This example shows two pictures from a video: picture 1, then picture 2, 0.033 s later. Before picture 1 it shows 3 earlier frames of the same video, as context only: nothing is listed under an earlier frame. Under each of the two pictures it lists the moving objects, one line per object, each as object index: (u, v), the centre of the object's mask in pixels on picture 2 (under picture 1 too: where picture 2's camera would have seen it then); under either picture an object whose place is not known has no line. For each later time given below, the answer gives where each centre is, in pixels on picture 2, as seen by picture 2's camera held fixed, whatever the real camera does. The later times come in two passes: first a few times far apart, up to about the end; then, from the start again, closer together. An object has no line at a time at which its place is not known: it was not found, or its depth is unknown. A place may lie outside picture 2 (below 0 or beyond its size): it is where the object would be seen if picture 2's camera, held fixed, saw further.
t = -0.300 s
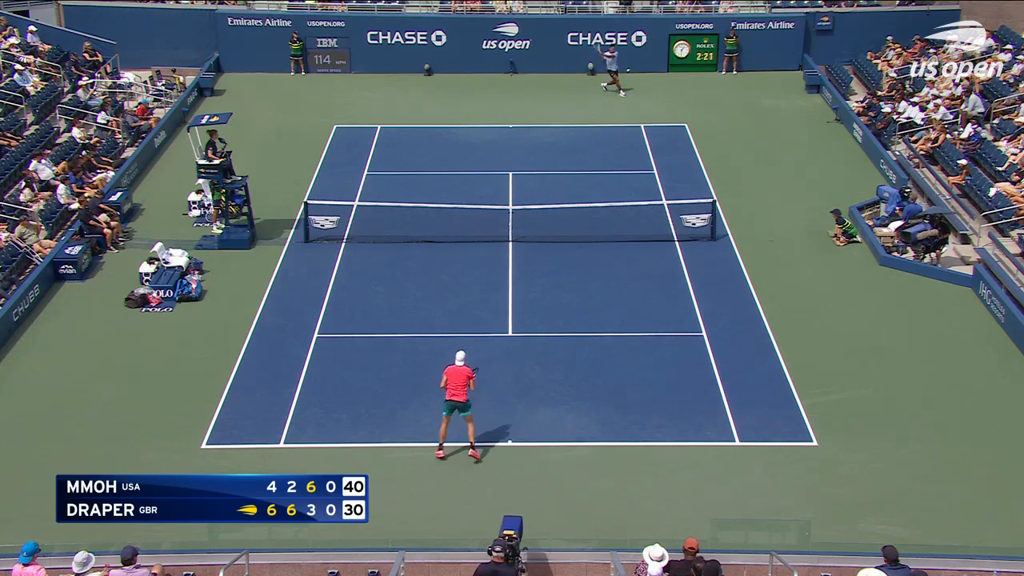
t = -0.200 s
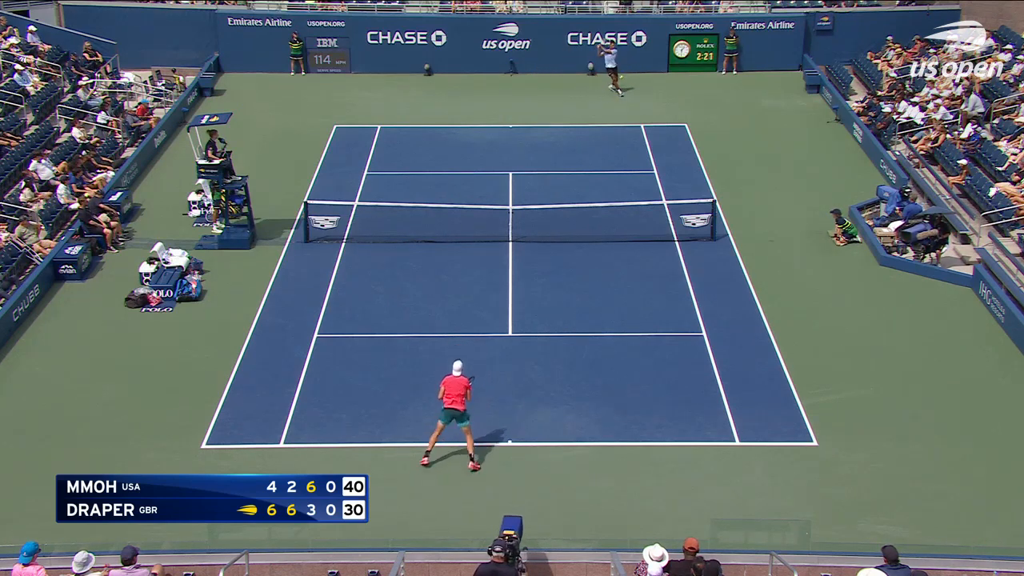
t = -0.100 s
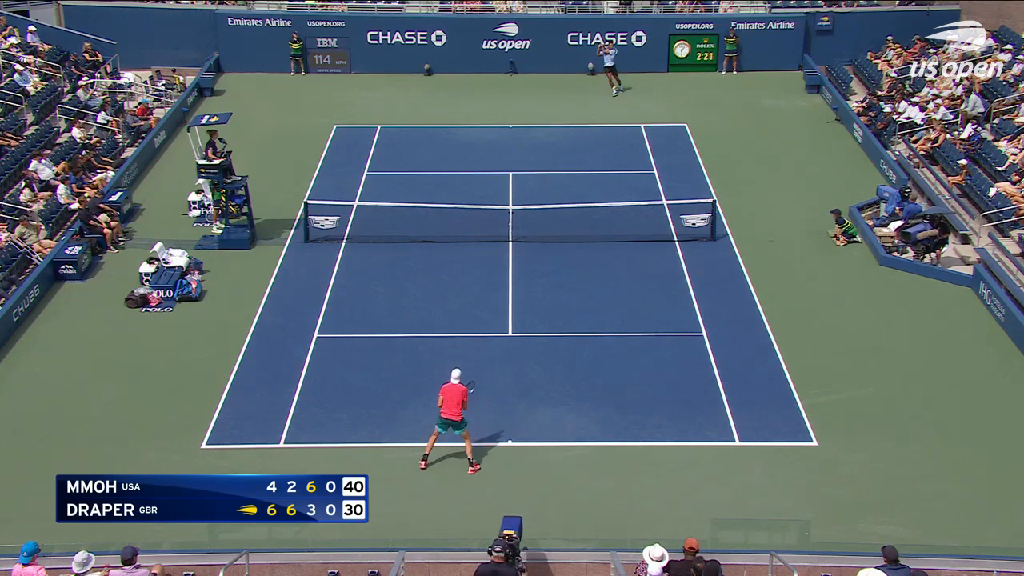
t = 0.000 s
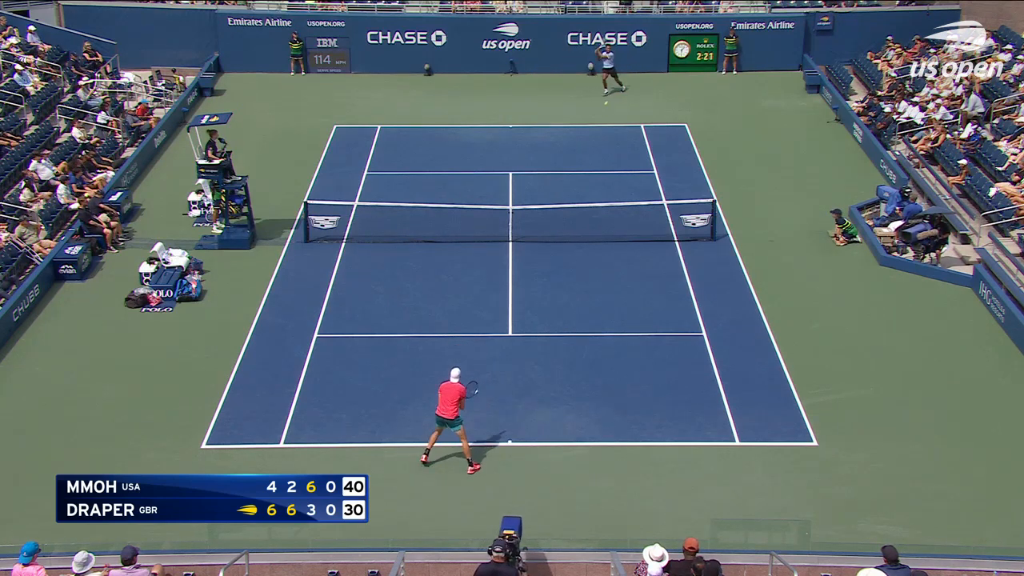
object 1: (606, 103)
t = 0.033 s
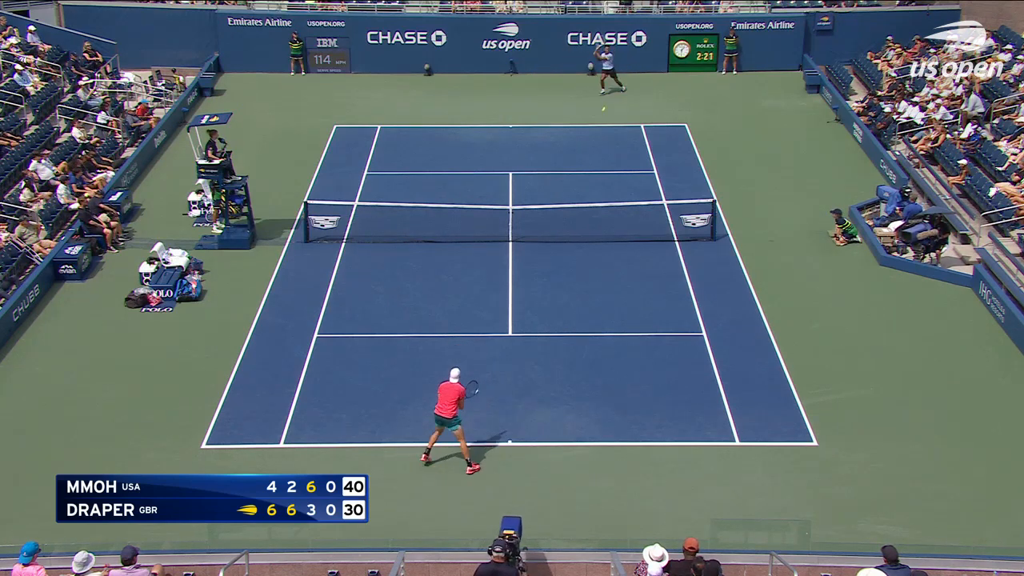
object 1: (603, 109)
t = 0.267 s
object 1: (584, 167)
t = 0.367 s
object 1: (575, 200)
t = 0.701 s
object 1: (542, 360)
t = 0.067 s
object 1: (600, 115)
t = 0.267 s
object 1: (584, 167)
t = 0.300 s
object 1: (581, 177)
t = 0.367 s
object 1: (575, 200)
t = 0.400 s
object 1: (572, 213)
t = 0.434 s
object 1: (569, 227)
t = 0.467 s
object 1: (566, 241)
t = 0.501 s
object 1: (563, 255)
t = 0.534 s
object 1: (559, 270)
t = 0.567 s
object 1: (556, 287)
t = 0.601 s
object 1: (553, 304)
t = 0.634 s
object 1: (549, 322)
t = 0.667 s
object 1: (546, 341)
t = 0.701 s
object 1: (542, 360)
